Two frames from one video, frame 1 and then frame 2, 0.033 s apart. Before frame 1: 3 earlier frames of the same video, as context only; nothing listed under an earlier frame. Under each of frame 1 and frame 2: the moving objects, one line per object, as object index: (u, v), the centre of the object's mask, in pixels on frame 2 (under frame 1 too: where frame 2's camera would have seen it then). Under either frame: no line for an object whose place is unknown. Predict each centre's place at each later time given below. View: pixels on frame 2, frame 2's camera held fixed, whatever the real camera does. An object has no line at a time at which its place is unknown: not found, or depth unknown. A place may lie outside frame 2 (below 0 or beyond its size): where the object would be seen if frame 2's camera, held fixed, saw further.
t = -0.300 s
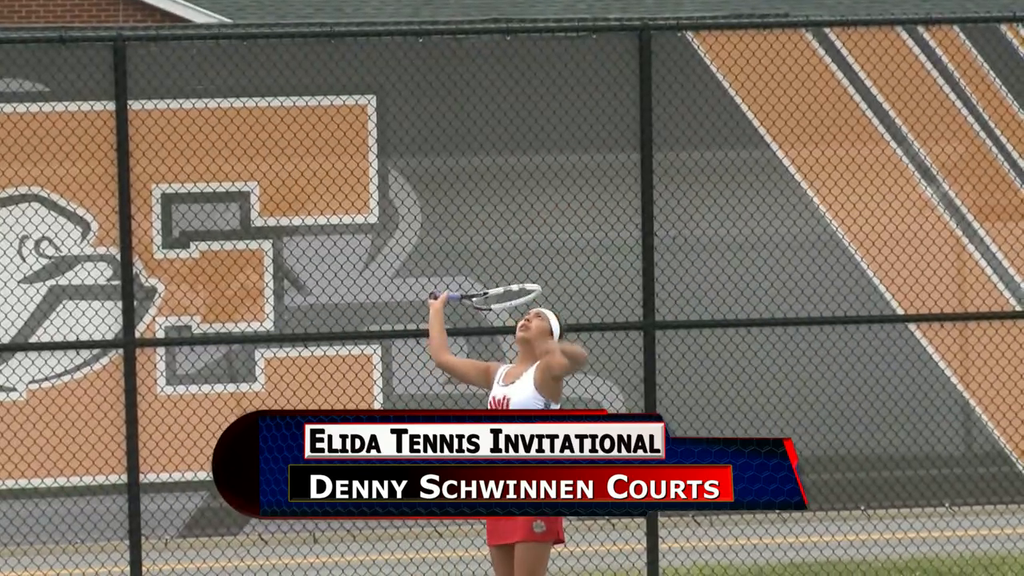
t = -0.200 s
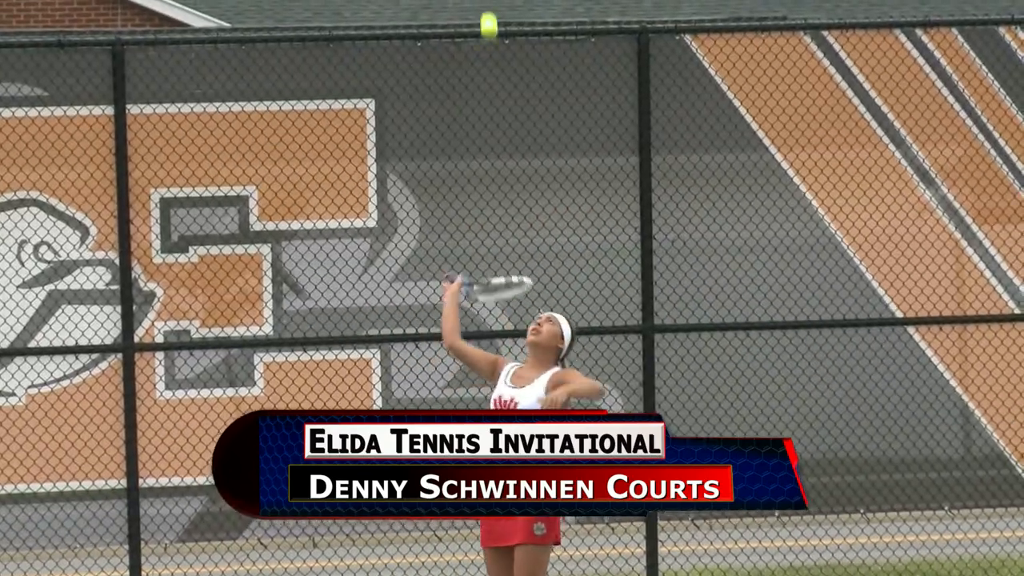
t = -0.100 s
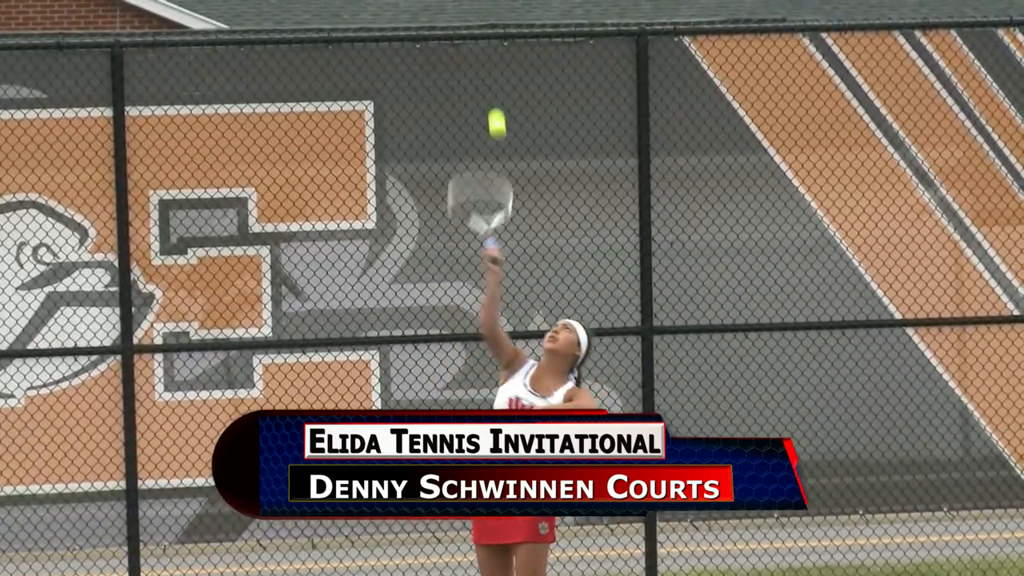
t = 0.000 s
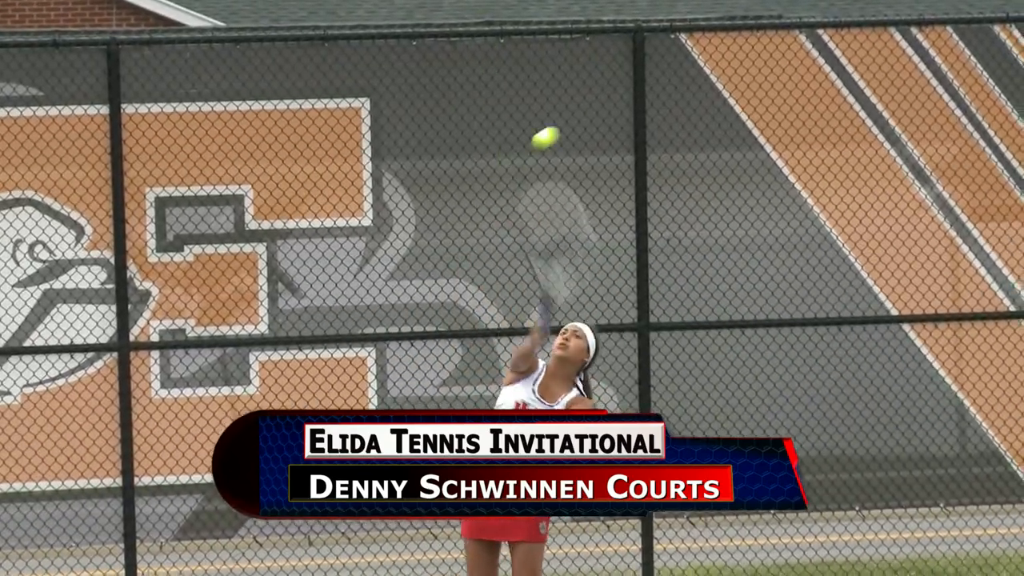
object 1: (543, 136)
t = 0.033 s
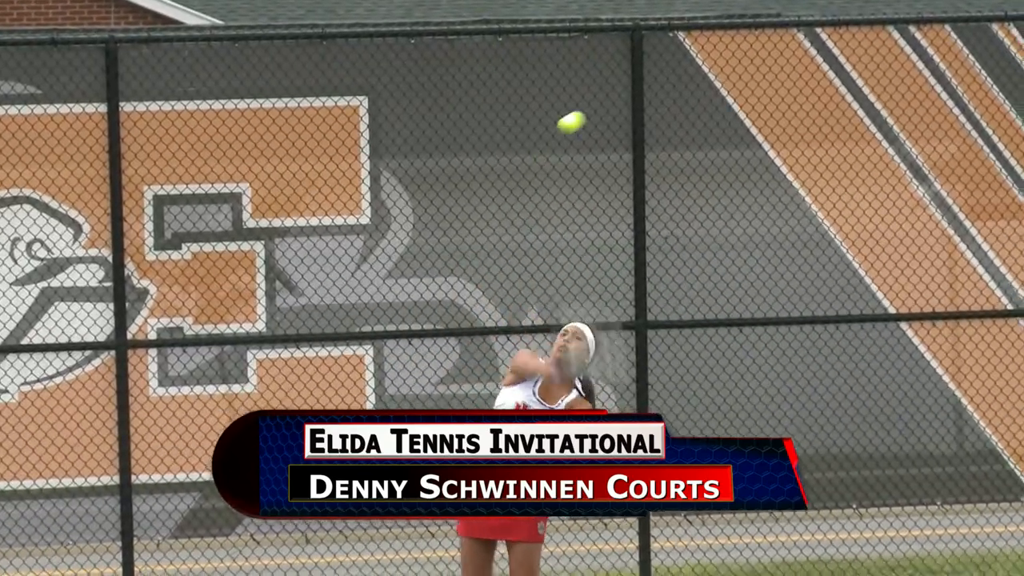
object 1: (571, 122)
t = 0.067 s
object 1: (601, 112)
